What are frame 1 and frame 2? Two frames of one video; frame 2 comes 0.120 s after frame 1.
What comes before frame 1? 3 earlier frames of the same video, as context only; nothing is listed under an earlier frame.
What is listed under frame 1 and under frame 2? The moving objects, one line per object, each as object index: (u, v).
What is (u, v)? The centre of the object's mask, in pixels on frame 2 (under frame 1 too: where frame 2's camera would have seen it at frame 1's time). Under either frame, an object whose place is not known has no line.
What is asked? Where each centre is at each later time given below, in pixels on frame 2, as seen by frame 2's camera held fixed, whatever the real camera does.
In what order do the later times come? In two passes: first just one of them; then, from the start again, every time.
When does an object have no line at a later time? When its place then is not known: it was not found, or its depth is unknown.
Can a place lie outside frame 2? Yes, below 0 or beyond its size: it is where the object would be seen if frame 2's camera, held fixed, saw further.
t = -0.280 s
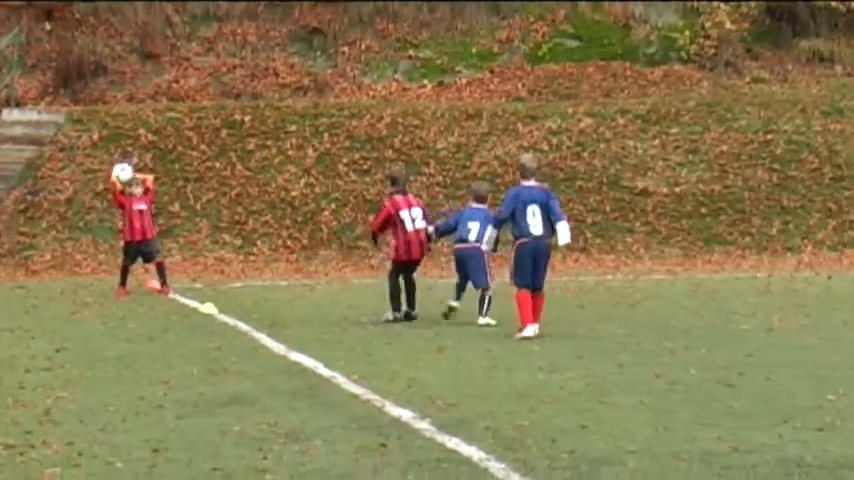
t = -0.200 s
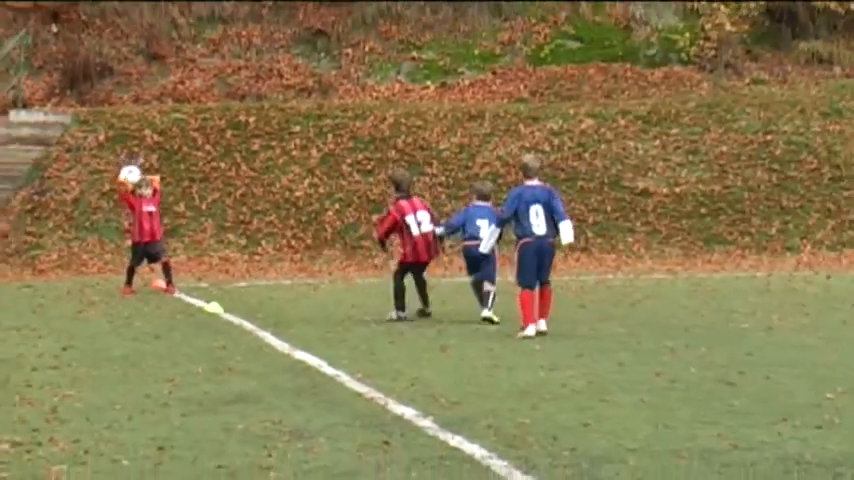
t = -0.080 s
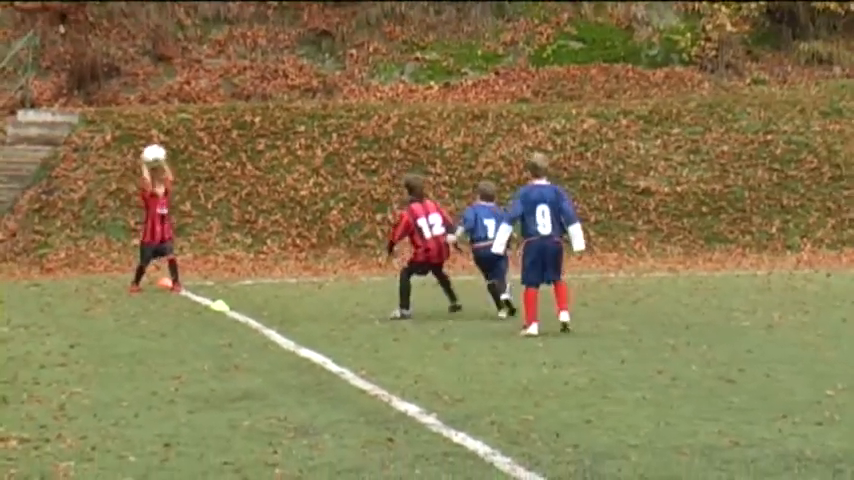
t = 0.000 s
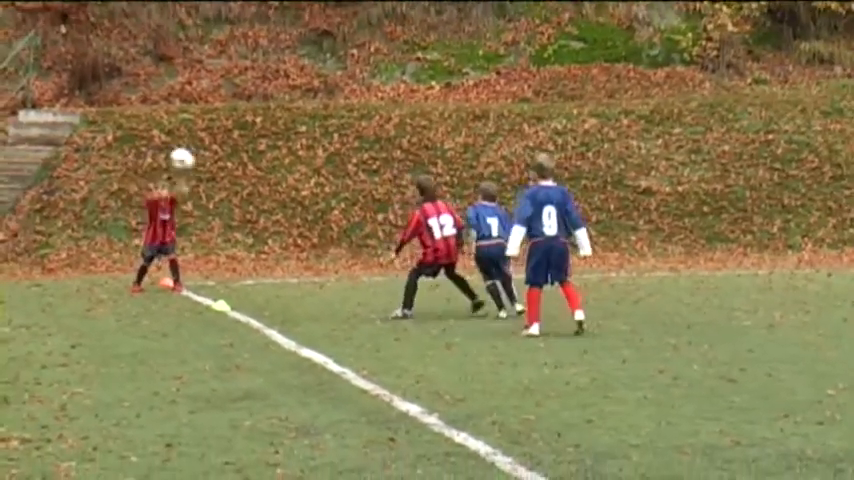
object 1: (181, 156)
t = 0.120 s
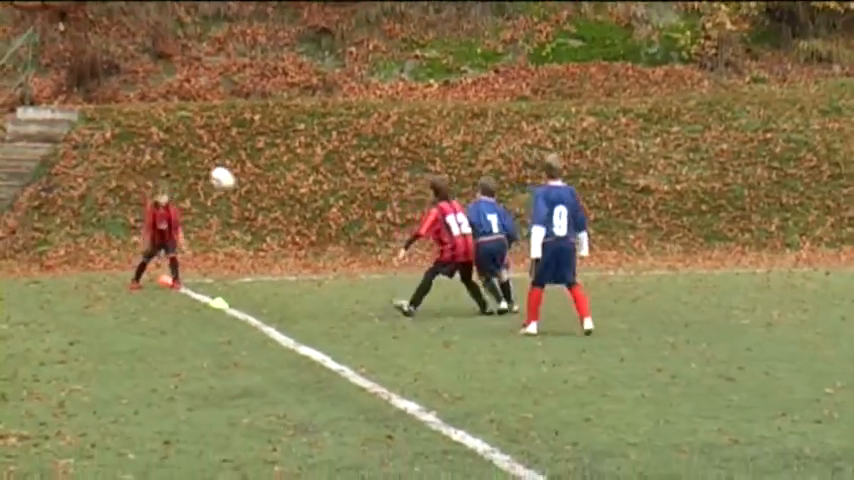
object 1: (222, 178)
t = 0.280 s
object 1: (280, 234)
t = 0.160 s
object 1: (236, 189)
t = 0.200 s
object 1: (250, 204)
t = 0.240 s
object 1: (265, 217)
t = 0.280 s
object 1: (280, 234)
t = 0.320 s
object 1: (295, 250)
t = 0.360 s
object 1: (310, 272)
